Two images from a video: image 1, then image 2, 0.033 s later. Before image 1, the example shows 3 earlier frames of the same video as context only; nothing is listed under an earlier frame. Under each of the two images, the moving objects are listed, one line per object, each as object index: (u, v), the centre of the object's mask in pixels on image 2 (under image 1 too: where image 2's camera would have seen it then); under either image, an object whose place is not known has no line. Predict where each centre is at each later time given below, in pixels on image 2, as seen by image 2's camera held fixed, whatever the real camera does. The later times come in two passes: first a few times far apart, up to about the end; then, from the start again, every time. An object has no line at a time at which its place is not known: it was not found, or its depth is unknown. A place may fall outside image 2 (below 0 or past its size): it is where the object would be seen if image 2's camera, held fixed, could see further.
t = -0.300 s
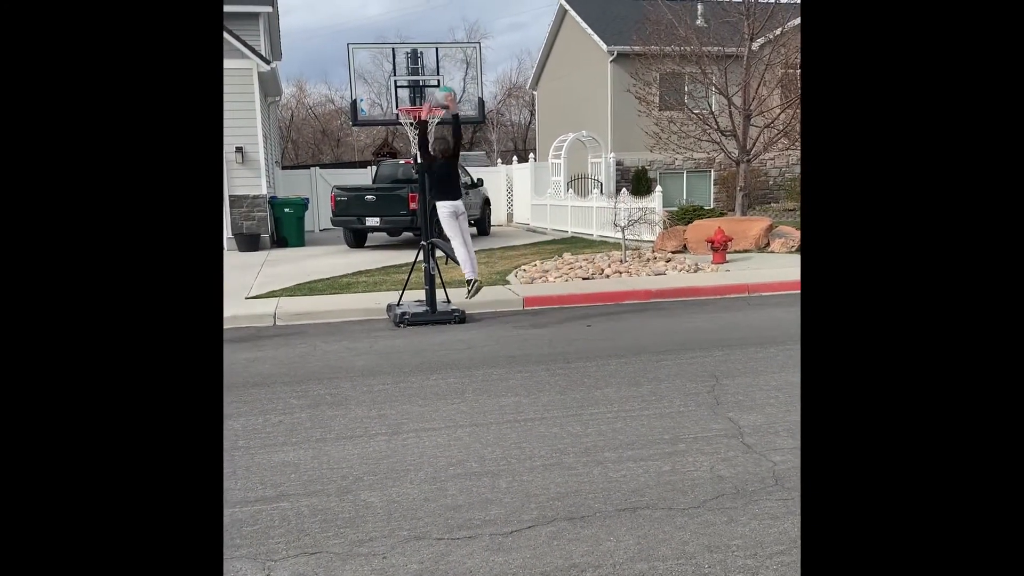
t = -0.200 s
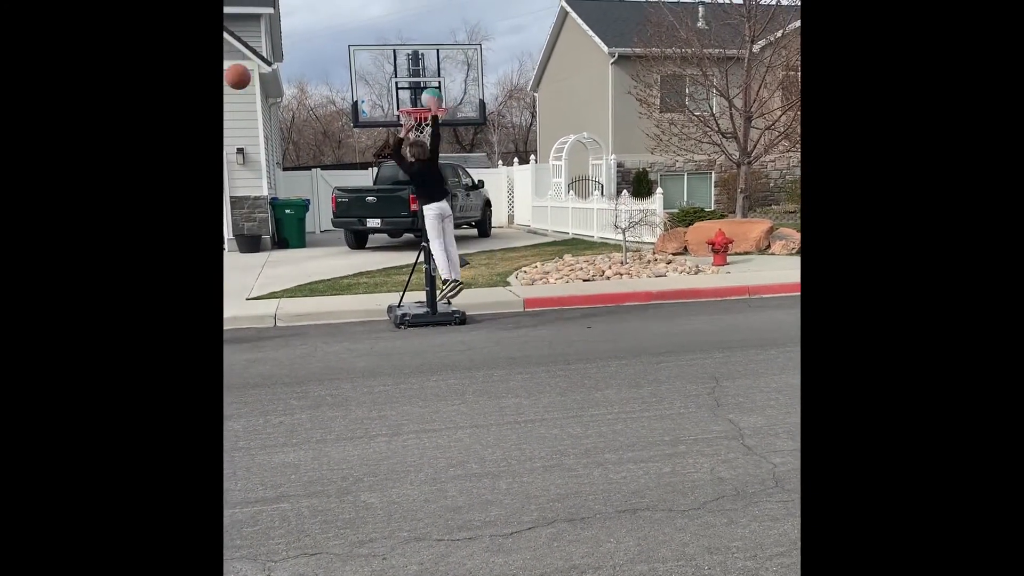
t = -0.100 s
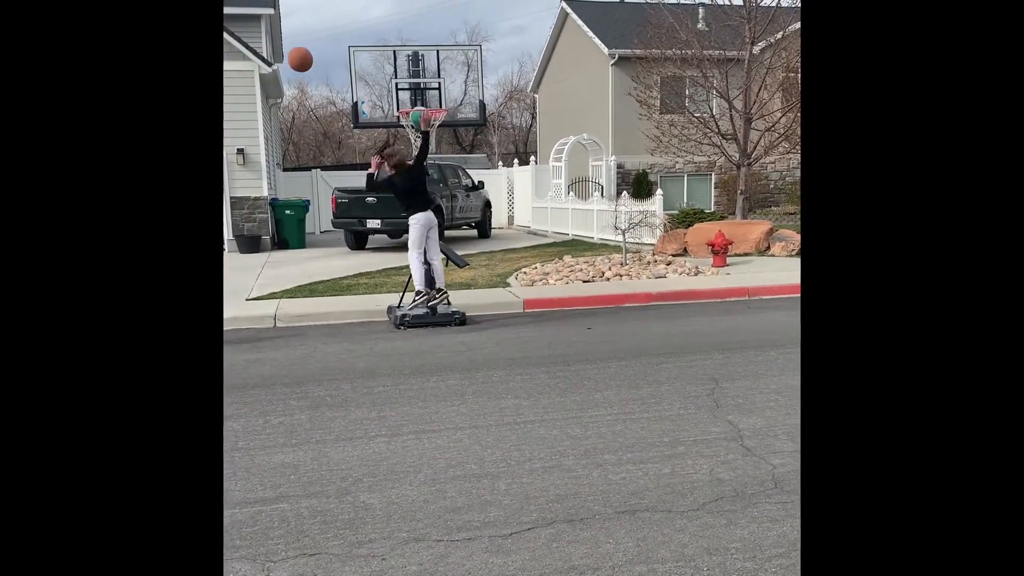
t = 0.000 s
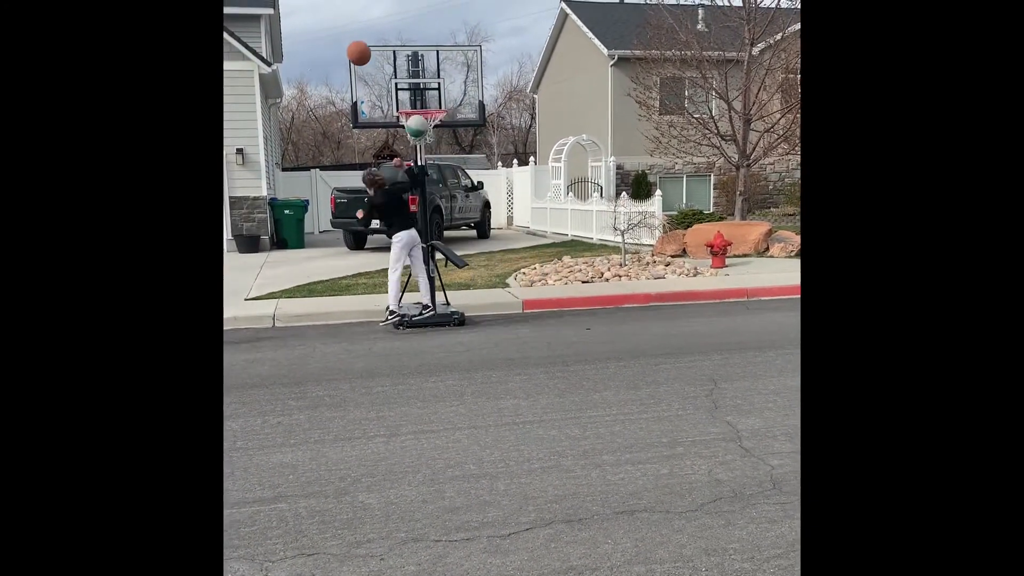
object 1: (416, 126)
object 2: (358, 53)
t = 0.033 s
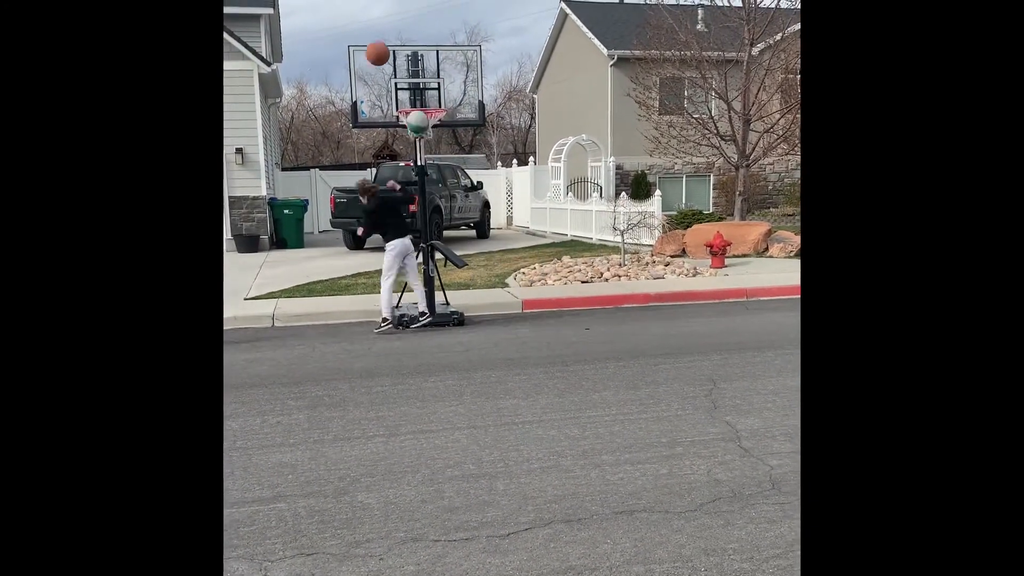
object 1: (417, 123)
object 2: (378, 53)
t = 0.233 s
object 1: (424, 115)
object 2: (471, 77)
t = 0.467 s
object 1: (434, 163)
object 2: (561, 149)
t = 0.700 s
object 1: (449, 272)
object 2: (646, 269)
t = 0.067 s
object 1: (418, 121)
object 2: (396, 55)
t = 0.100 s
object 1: (420, 116)
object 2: (415, 57)
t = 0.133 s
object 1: (421, 114)
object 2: (432, 61)
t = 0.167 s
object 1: (422, 114)
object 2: (446, 65)
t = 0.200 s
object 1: (423, 114)
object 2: (458, 70)
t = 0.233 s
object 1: (424, 115)
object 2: (471, 77)
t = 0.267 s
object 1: (425, 119)
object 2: (484, 84)
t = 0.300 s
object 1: (426, 123)
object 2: (497, 92)
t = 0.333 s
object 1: (427, 128)
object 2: (511, 102)
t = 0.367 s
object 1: (429, 135)
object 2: (524, 112)
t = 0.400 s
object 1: (431, 143)
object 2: (536, 123)
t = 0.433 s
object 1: (433, 152)
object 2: (549, 135)
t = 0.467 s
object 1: (434, 163)
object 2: (561, 149)
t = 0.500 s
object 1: (437, 175)
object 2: (574, 164)
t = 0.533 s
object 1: (439, 188)
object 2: (587, 179)
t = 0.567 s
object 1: (441, 203)
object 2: (599, 196)
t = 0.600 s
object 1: (442, 218)
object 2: (611, 212)
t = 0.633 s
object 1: (444, 235)
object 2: (623, 230)
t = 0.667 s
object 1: (446, 253)
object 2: (635, 249)
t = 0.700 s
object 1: (449, 272)
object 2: (646, 269)
